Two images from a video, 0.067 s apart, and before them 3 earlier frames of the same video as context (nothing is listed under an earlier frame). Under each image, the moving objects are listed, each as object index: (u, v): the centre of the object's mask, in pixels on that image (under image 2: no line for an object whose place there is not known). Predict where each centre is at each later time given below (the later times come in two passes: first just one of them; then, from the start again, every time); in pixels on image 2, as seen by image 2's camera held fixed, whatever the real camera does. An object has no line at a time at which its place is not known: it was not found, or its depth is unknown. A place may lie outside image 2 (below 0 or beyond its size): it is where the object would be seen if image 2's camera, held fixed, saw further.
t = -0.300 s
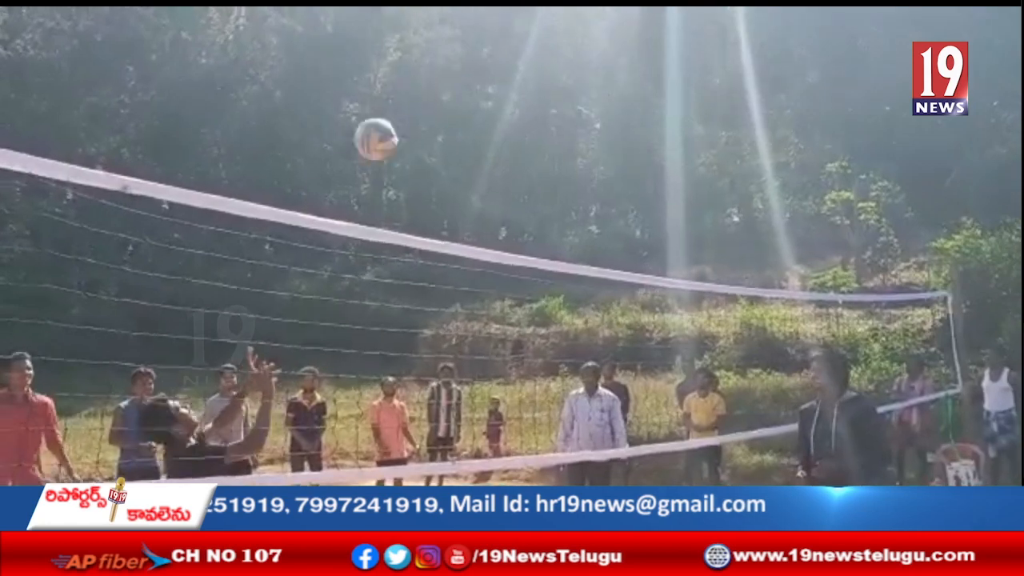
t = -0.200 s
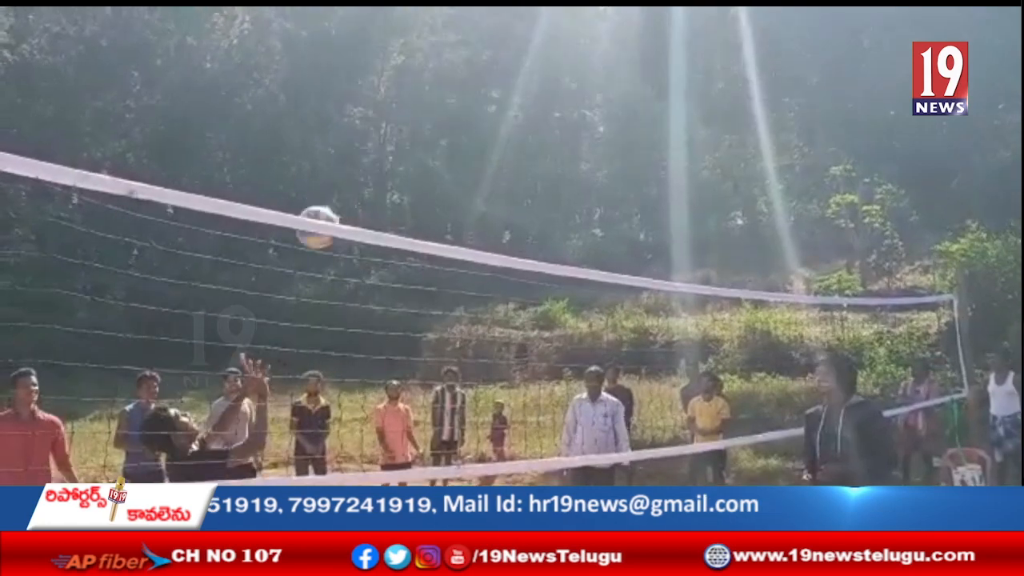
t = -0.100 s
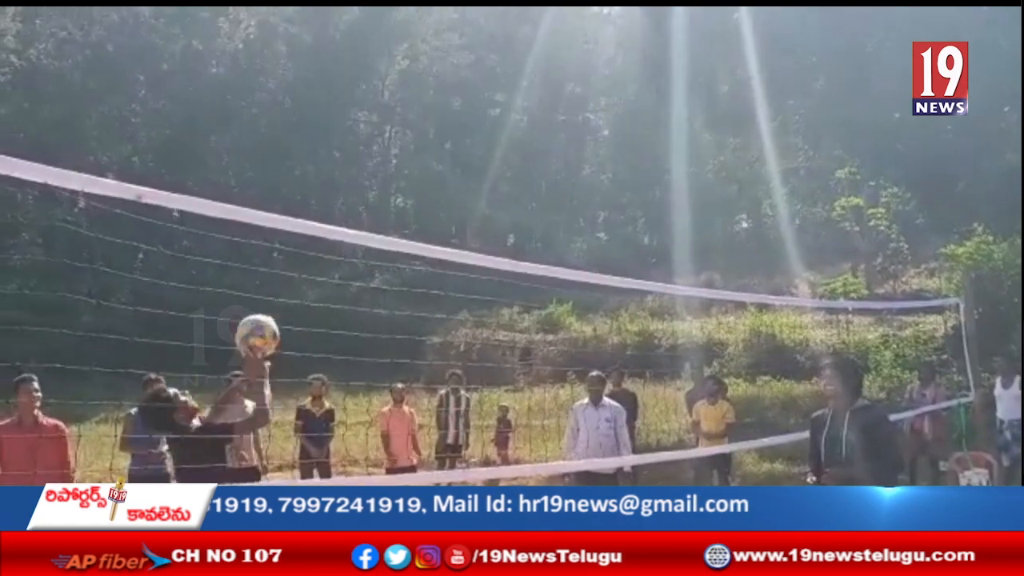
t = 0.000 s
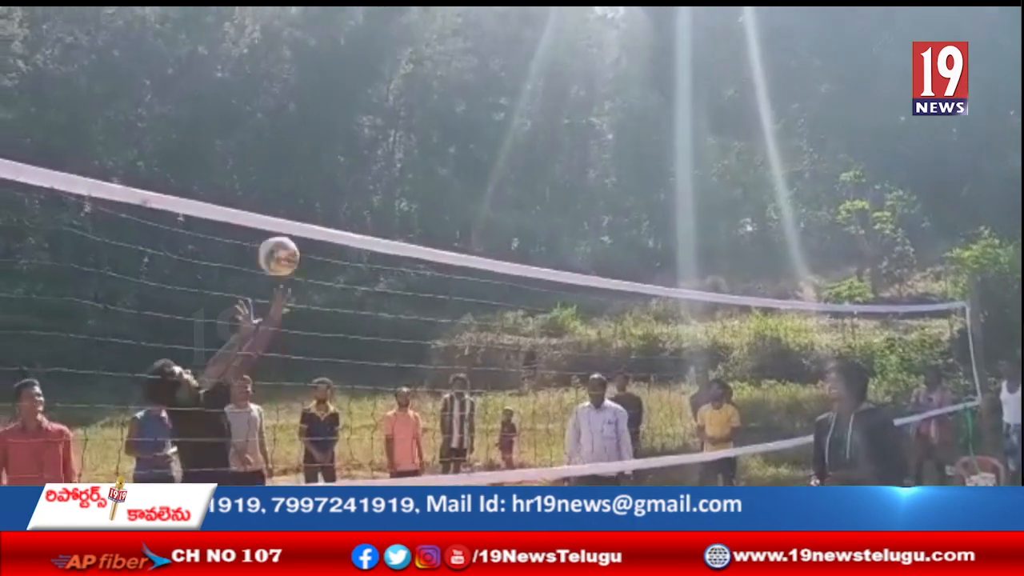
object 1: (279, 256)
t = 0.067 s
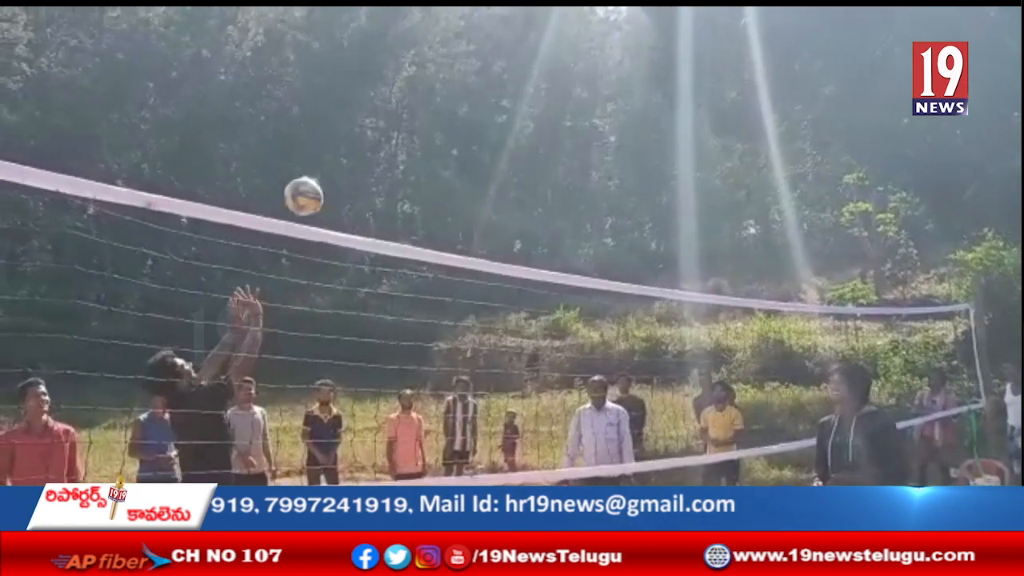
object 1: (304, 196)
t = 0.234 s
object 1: (356, 97)
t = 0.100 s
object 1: (316, 171)
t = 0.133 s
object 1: (327, 149)
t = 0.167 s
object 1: (337, 129)
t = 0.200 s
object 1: (347, 112)
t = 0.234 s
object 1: (356, 97)
